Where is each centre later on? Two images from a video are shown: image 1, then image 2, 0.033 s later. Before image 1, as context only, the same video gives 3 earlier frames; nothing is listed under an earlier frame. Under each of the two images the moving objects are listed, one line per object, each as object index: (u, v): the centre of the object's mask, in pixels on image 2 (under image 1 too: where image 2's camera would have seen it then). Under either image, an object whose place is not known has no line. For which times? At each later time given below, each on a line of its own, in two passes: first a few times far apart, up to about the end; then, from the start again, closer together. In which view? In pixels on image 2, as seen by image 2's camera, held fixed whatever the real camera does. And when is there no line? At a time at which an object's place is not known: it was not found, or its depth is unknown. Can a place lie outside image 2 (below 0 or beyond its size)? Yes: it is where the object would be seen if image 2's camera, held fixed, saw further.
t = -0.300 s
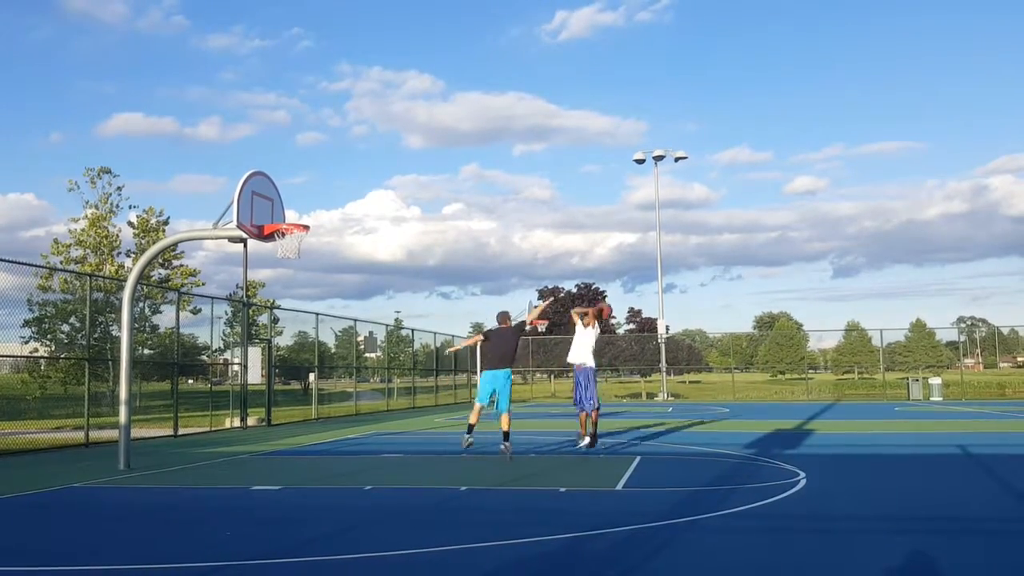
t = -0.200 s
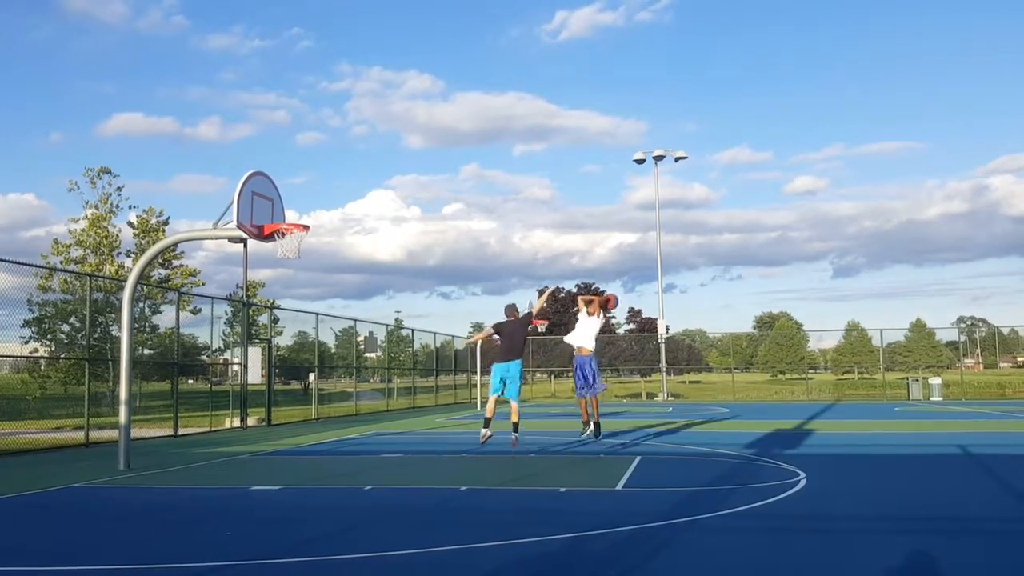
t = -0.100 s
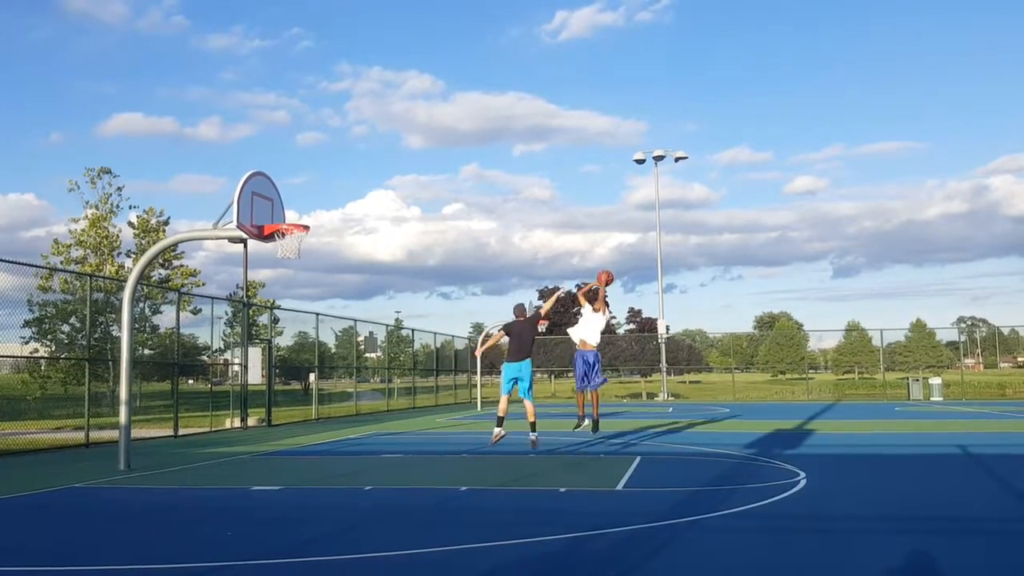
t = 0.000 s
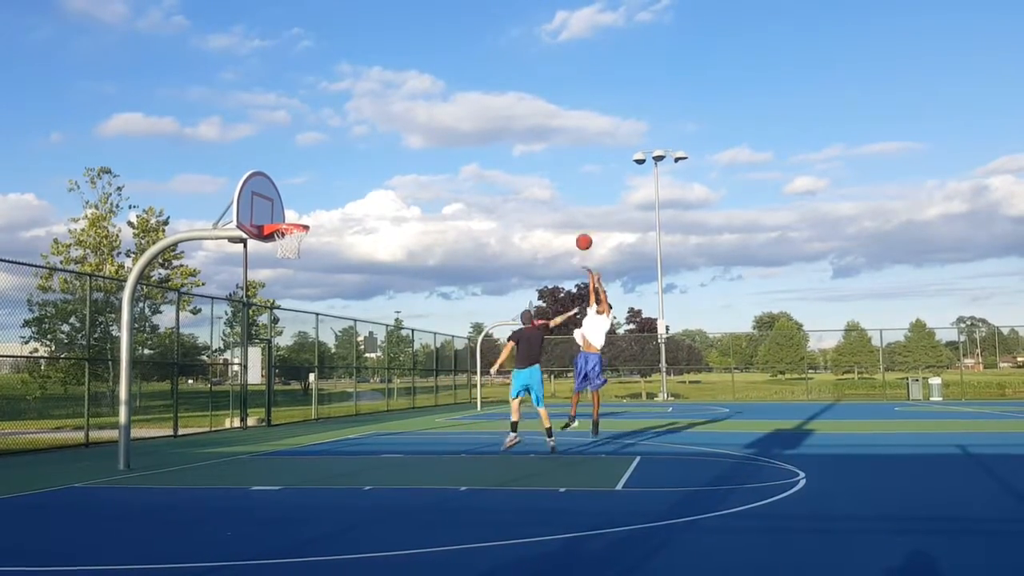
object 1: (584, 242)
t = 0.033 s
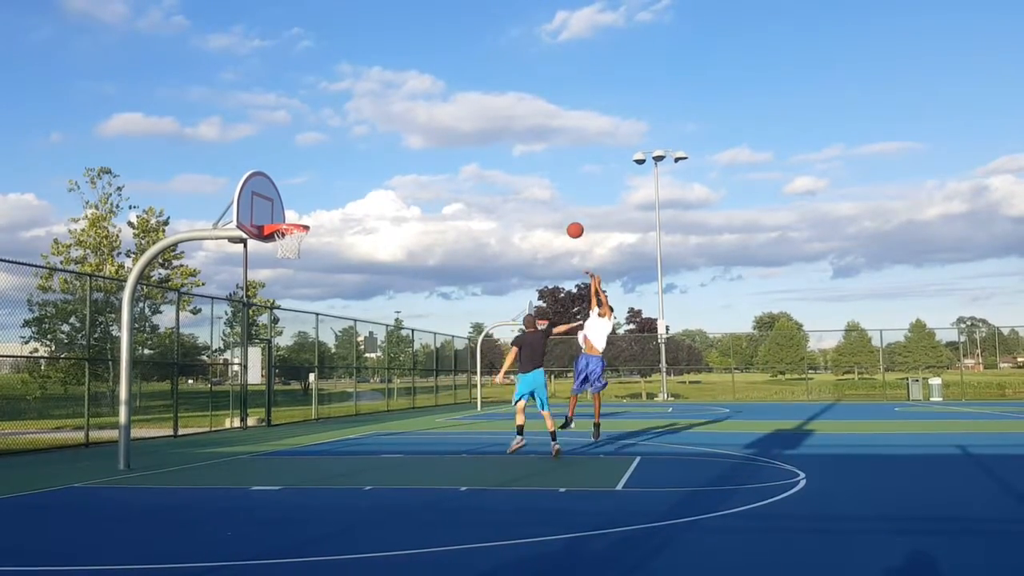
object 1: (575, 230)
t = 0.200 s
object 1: (530, 181)
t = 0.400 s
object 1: (476, 147)
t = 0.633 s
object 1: (410, 139)
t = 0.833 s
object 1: (353, 164)
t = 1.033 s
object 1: (293, 218)
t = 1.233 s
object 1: (282, 245)
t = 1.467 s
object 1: (293, 288)
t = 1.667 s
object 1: (300, 357)
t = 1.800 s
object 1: (306, 421)
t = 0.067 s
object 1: (566, 219)
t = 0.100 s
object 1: (557, 208)
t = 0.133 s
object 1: (548, 199)
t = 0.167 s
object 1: (539, 189)
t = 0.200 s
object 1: (530, 181)
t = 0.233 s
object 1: (521, 174)
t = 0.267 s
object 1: (512, 167)
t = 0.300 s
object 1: (503, 161)
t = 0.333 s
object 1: (494, 155)
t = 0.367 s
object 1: (485, 150)
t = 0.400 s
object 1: (476, 147)
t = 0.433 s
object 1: (466, 143)
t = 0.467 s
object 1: (457, 140)
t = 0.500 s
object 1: (448, 138)
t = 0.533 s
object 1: (439, 137)
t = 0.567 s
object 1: (429, 137)
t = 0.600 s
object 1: (420, 138)
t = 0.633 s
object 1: (410, 139)
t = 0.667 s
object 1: (401, 141)
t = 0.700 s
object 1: (391, 144)
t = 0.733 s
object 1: (382, 148)
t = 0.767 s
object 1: (372, 152)
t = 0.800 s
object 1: (362, 158)
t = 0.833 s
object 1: (353, 164)
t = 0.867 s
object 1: (343, 171)
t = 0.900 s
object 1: (333, 179)
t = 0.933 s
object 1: (323, 188)
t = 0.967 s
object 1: (313, 199)
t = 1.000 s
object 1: (303, 209)
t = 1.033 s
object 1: (293, 218)
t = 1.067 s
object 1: (283, 235)
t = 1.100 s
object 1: (278, 238)
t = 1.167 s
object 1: (280, 242)
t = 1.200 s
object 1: (281, 242)
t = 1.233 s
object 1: (282, 245)
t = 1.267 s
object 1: (284, 249)
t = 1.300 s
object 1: (286, 253)
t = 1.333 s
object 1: (287, 258)
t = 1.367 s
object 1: (289, 264)
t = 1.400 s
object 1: (290, 272)
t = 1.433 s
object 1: (292, 279)
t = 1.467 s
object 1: (293, 288)
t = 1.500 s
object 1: (295, 298)
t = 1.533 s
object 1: (296, 308)
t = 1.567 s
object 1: (298, 319)
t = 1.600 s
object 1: (299, 331)
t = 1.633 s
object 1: (300, 344)
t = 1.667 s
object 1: (300, 357)
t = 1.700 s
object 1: (301, 372)
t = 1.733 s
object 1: (303, 387)
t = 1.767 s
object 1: (305, 404)
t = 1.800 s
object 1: (306, 421)
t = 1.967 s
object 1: (319, 420)
